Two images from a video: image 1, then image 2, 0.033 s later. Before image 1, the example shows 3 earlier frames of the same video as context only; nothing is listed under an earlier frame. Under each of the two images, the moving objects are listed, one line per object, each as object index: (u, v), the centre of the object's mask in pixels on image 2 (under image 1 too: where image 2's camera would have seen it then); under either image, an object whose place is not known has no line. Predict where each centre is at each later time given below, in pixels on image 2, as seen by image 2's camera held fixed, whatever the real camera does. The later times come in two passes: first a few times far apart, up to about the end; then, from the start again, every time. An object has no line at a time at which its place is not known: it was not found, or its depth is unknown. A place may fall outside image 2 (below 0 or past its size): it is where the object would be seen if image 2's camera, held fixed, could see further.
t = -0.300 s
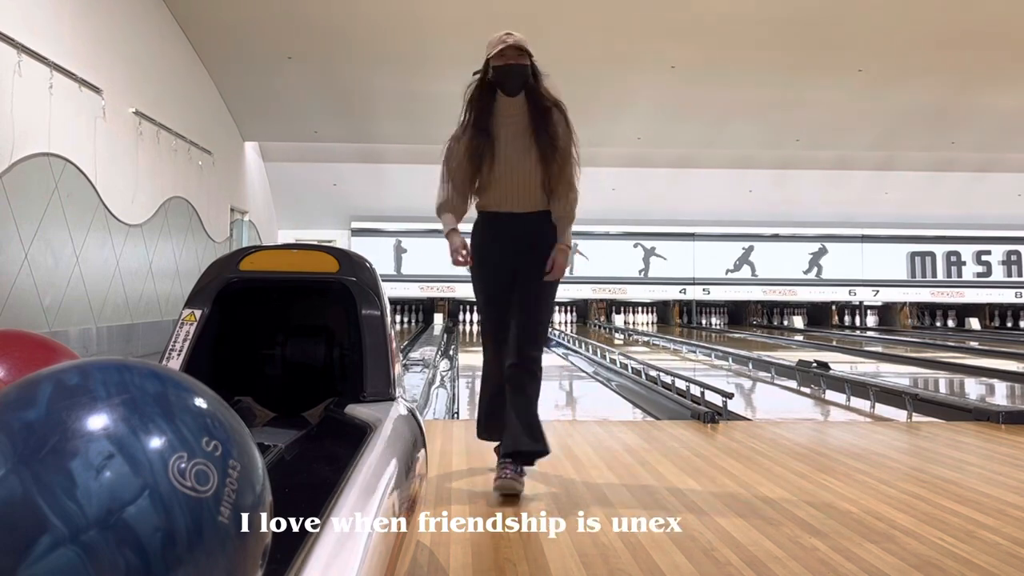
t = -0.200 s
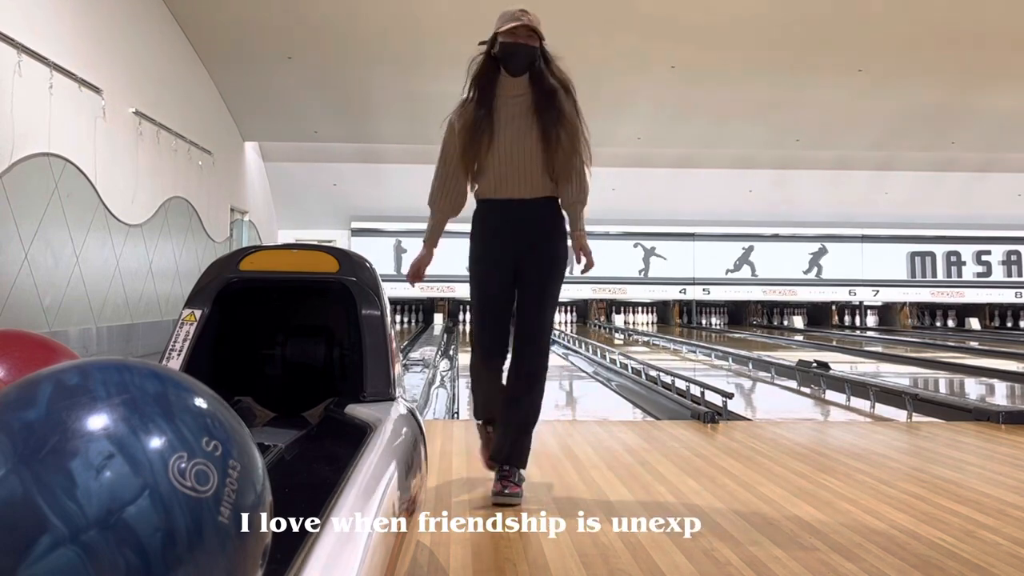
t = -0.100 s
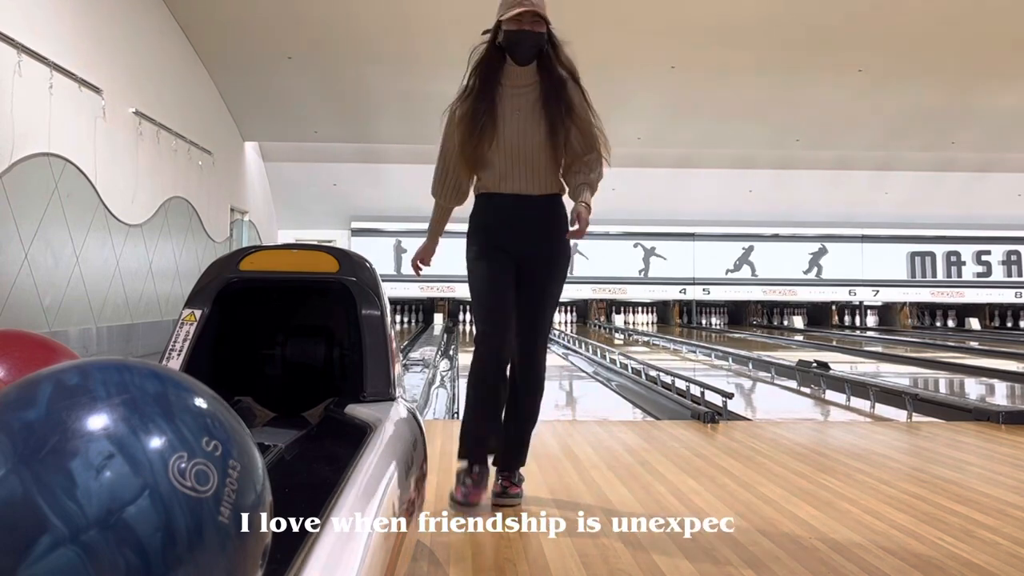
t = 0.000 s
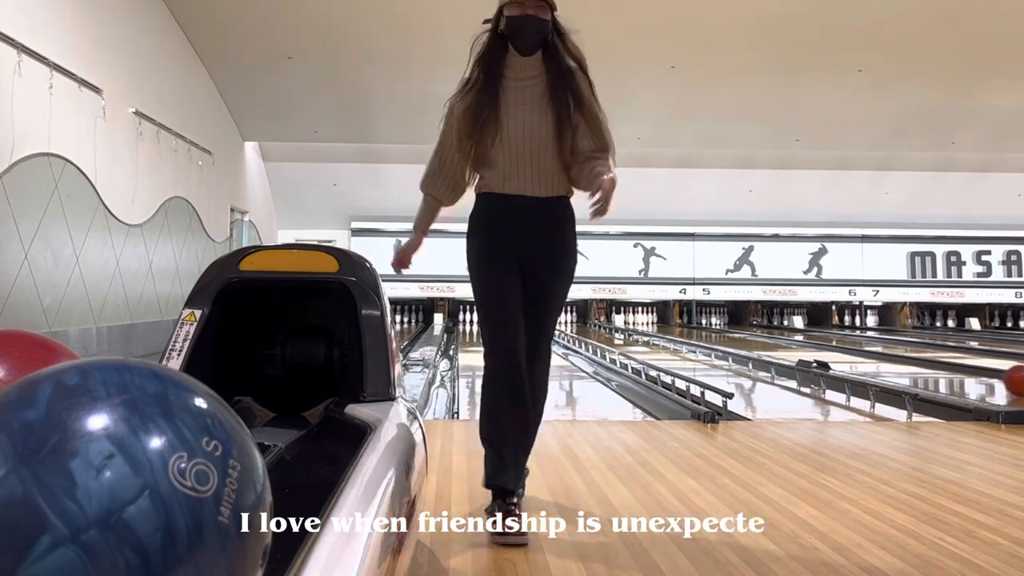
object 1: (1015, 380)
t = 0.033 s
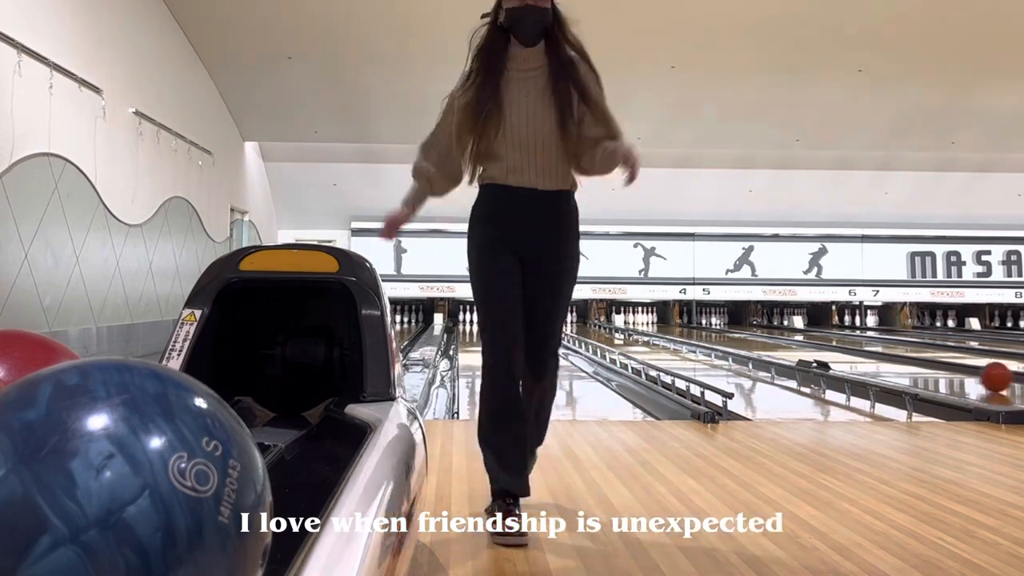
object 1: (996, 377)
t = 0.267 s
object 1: (873, 358)
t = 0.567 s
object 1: (776, 344)
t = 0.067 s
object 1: (974, 374)
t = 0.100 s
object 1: (954, 371)
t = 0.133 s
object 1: (935, 368)
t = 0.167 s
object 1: (918, 365)
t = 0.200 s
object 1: (902, 363)
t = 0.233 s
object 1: (887, 361)
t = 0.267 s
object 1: (873, 358)
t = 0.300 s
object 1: (859, 356)
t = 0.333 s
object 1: (847, 355)
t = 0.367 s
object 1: (835, 353)
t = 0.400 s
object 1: (824, 351)
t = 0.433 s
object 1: (813, 350)
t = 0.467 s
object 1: (803, 348)
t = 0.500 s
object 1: (793, 347)
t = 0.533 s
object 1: (784, 346)
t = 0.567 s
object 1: (776, 344)
